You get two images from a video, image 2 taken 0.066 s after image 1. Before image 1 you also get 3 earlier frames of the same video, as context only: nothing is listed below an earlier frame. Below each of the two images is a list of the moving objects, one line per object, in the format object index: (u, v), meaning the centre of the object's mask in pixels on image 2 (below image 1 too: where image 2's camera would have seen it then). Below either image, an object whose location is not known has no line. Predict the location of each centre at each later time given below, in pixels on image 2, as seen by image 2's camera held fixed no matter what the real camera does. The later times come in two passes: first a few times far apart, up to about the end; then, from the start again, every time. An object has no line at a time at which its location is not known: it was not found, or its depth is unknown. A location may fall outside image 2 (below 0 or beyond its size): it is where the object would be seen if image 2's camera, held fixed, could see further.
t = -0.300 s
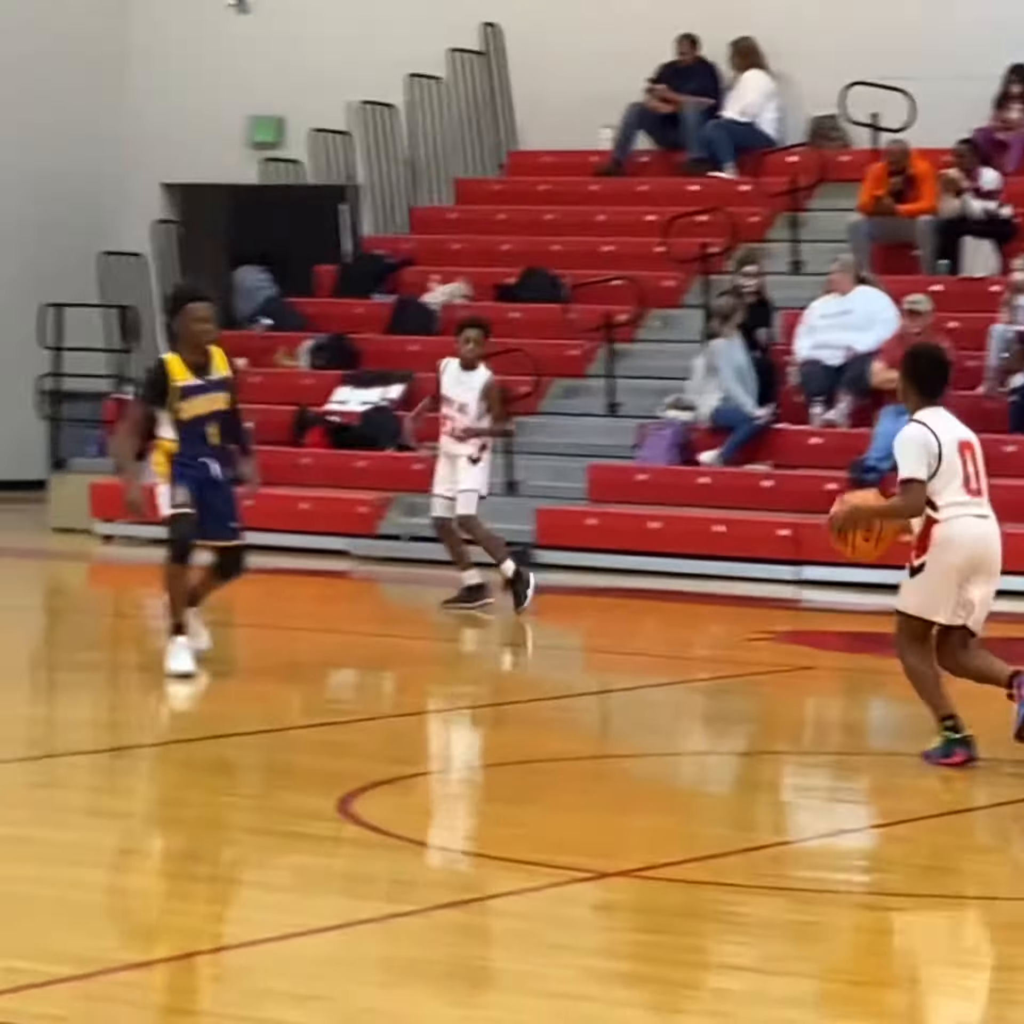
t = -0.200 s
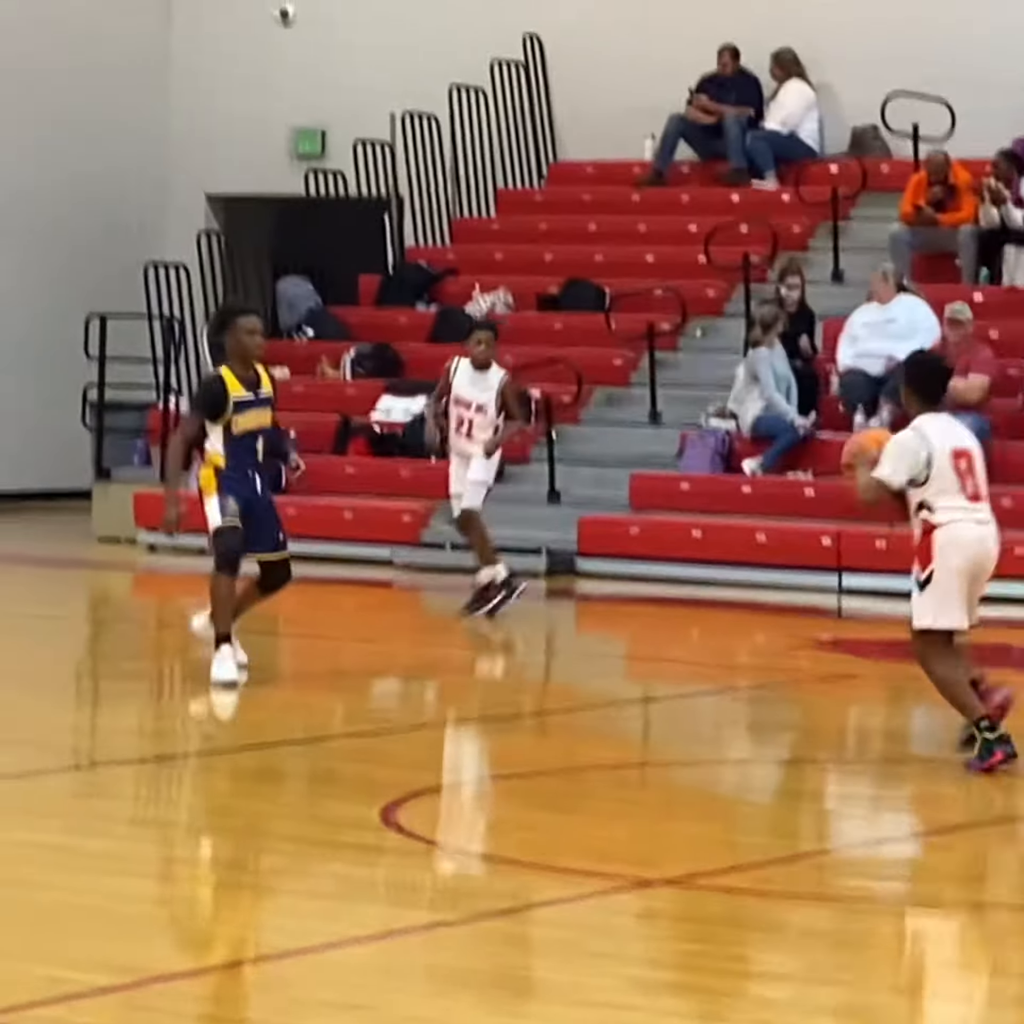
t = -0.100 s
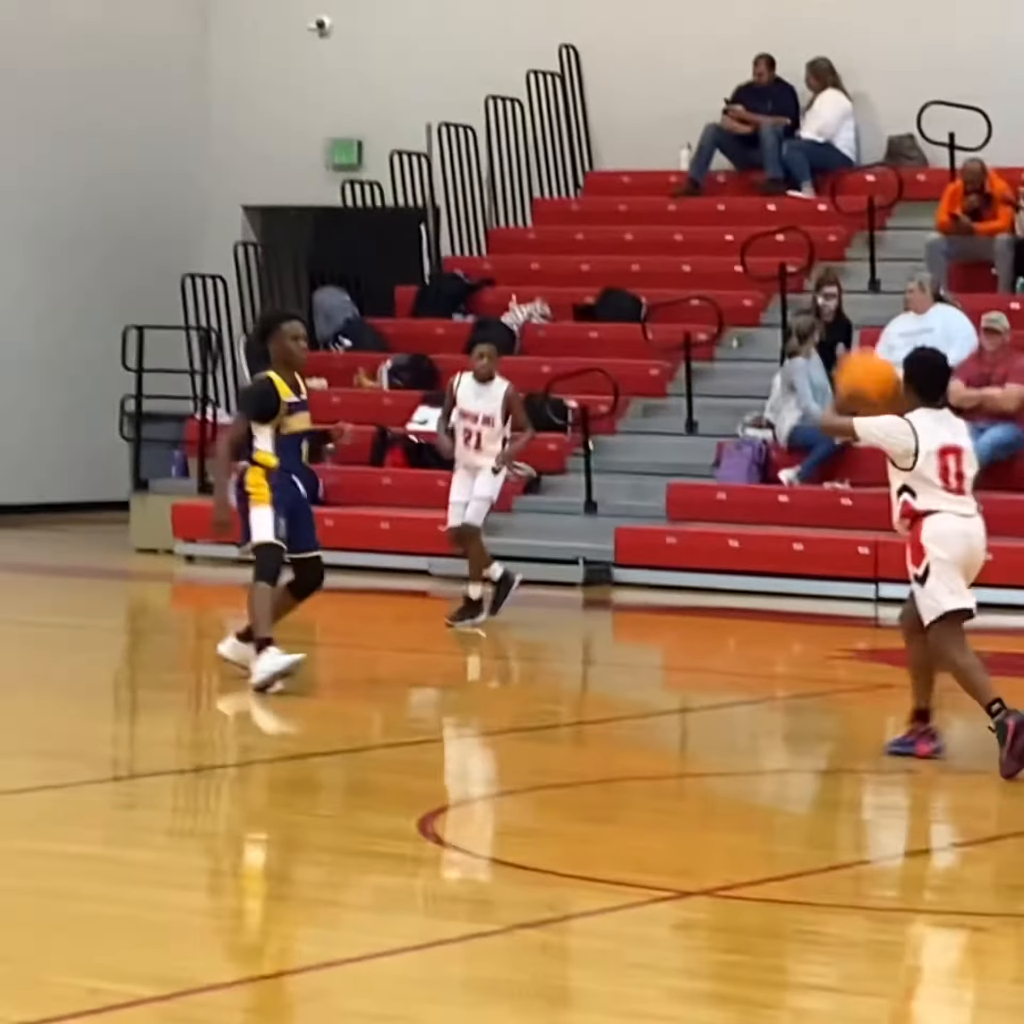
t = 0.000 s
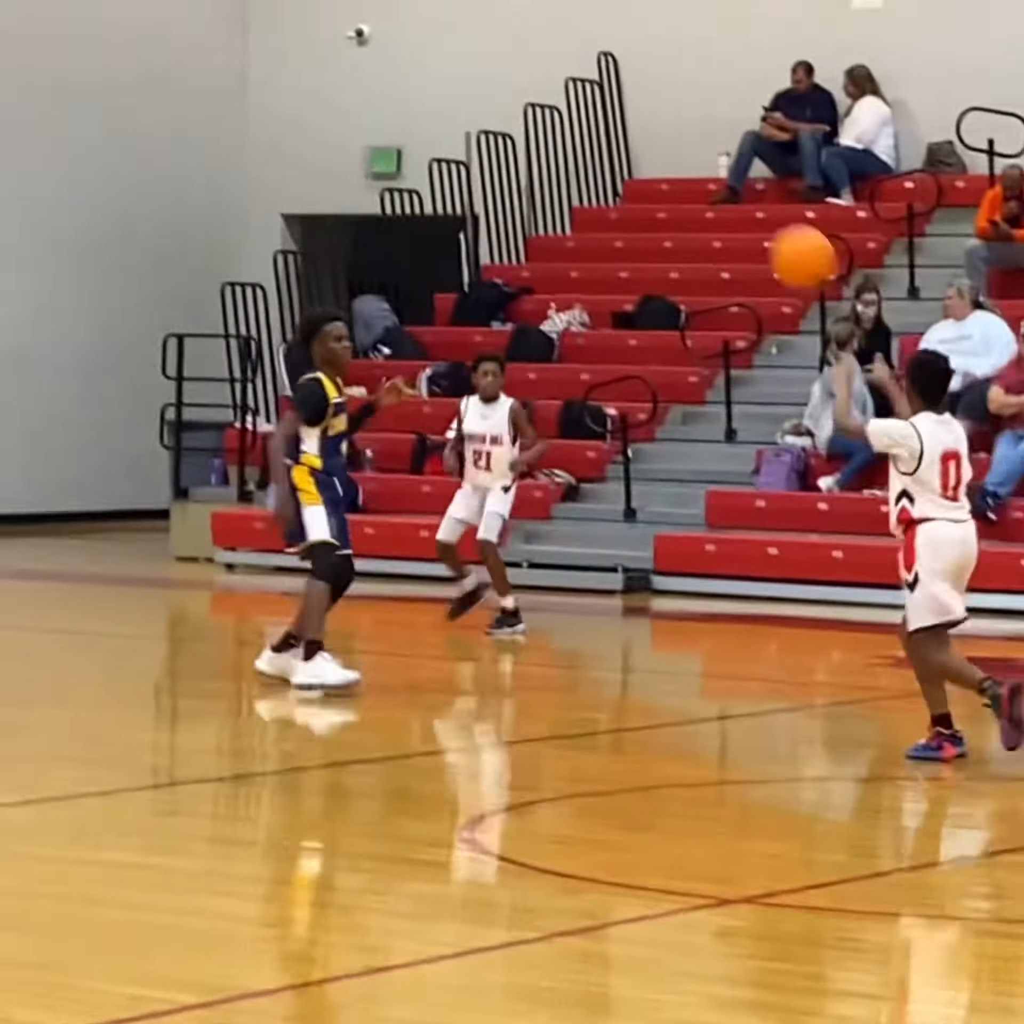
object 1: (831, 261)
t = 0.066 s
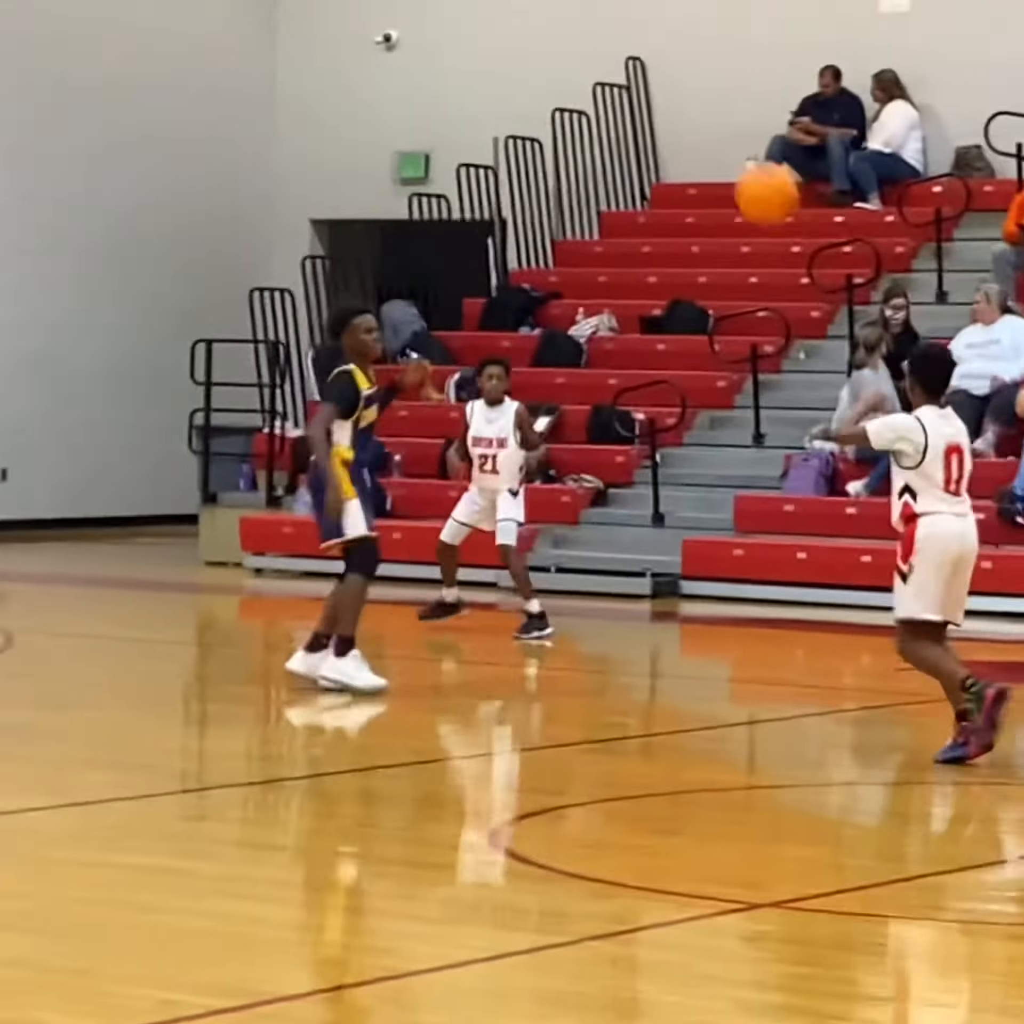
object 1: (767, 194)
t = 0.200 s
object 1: (647, 103)
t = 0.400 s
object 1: (496, 59)
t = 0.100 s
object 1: (736, 168)
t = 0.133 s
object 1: (705, 141)
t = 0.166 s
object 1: (676, 120)
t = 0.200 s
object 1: (647, 103)
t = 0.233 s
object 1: (620, 89)
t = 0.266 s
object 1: (594, 78)
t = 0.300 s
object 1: (568, 69)
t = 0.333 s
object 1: (543, 64)
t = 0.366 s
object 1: (518, 61)
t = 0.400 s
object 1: (496, 59)
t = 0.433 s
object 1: (473, 61)
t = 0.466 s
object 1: (450, 65)
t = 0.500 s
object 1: (429, 70)
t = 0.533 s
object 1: (408, 78)
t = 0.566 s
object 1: (388, 88)
